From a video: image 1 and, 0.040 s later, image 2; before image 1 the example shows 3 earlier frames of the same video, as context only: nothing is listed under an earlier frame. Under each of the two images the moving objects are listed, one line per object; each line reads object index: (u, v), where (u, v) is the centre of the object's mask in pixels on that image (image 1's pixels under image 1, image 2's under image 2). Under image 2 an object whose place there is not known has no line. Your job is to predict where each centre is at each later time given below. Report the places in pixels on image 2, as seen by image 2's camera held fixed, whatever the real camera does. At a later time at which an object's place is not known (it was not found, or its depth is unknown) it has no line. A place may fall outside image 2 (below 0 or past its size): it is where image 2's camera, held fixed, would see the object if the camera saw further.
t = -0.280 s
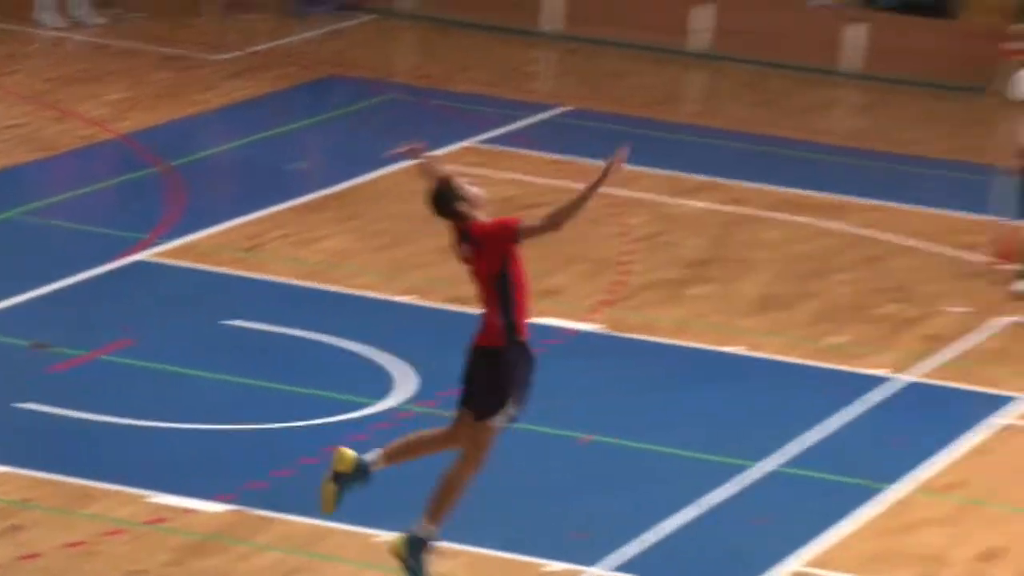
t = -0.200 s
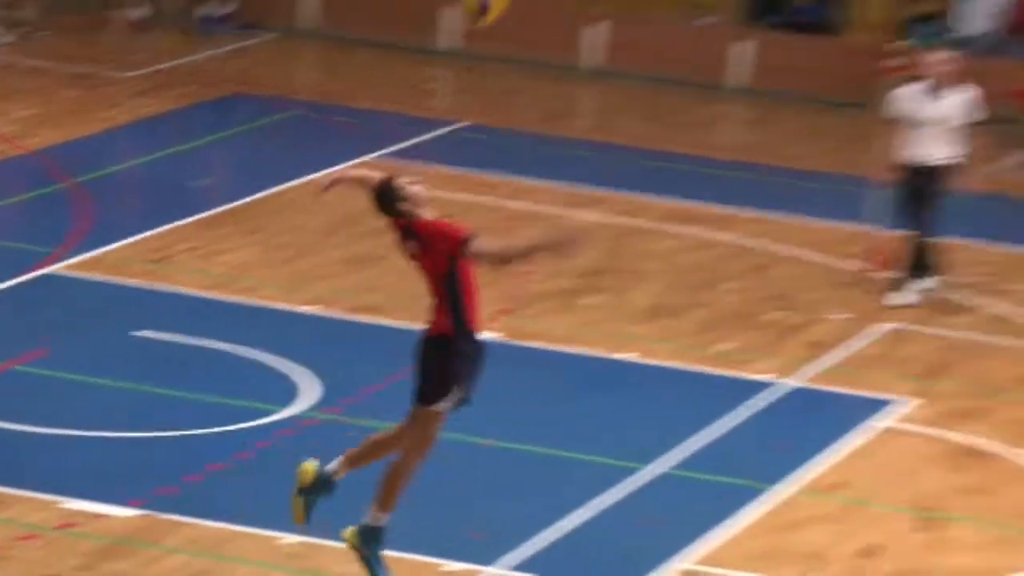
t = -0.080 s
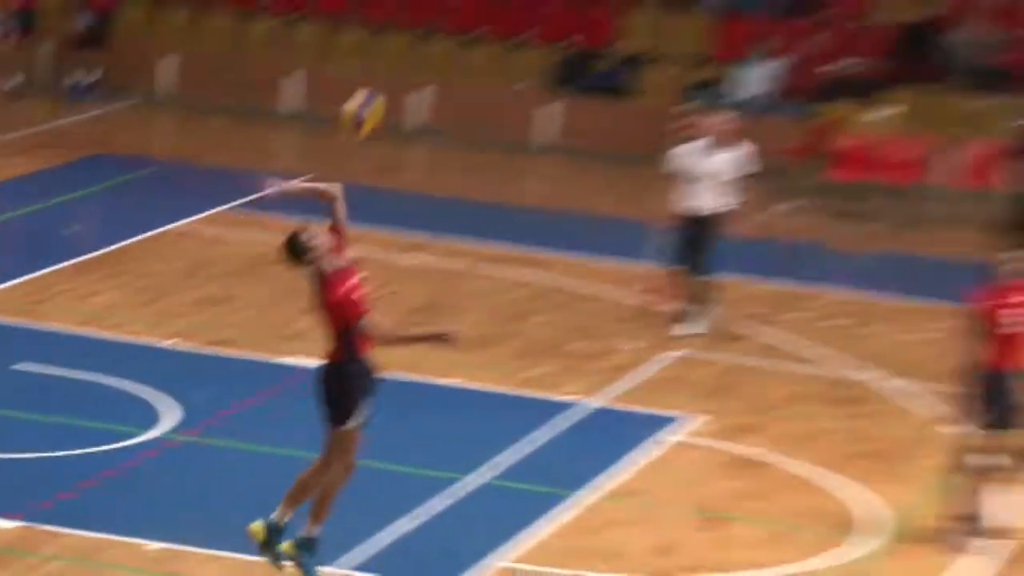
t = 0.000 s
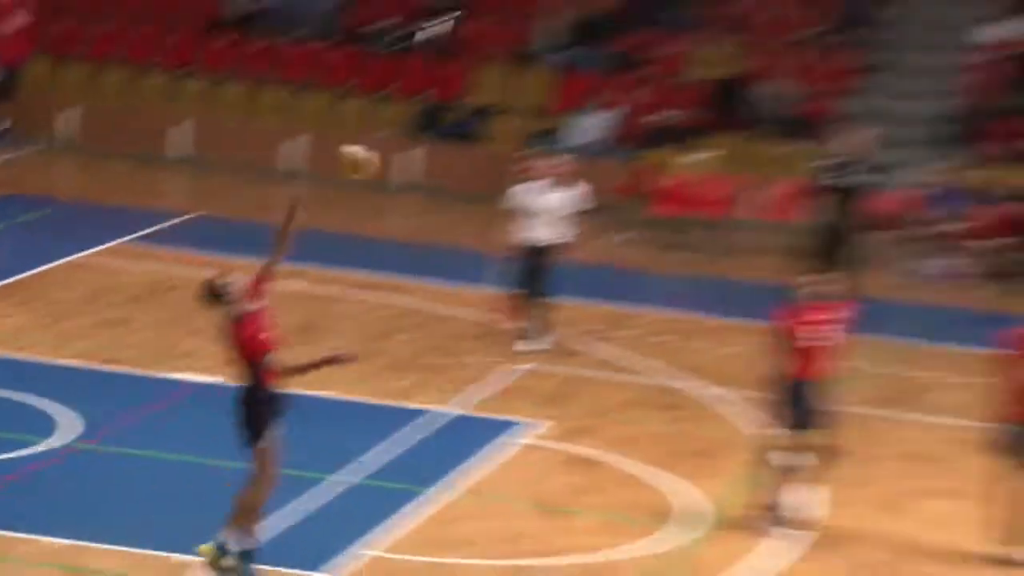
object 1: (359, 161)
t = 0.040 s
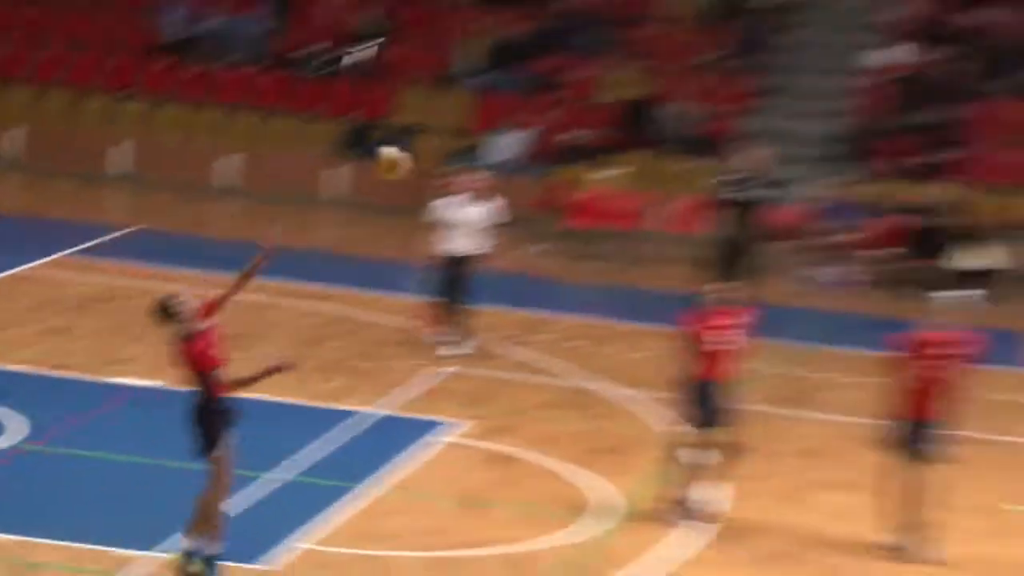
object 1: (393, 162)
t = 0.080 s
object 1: (493, 148)
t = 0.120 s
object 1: (592, 137)
